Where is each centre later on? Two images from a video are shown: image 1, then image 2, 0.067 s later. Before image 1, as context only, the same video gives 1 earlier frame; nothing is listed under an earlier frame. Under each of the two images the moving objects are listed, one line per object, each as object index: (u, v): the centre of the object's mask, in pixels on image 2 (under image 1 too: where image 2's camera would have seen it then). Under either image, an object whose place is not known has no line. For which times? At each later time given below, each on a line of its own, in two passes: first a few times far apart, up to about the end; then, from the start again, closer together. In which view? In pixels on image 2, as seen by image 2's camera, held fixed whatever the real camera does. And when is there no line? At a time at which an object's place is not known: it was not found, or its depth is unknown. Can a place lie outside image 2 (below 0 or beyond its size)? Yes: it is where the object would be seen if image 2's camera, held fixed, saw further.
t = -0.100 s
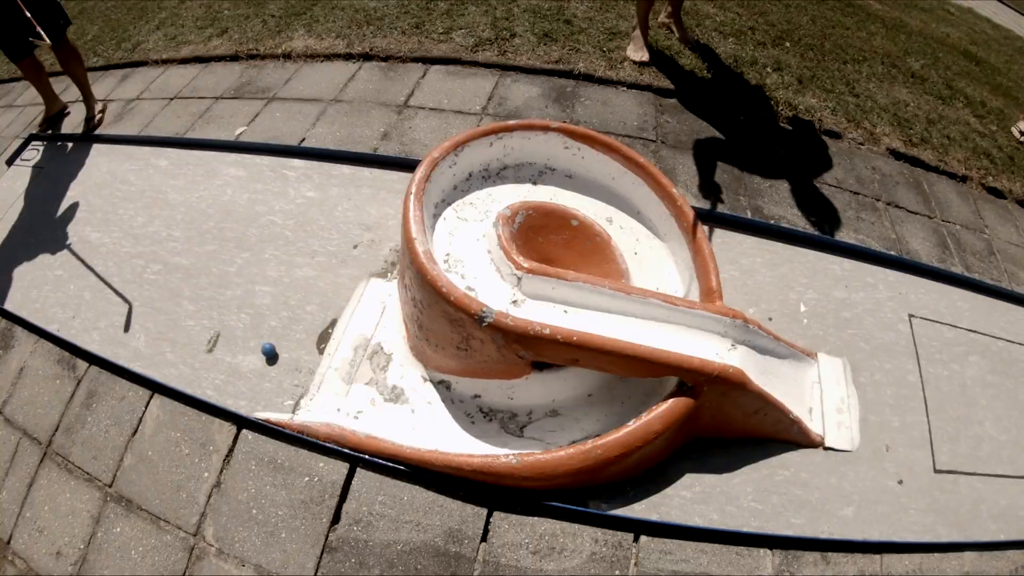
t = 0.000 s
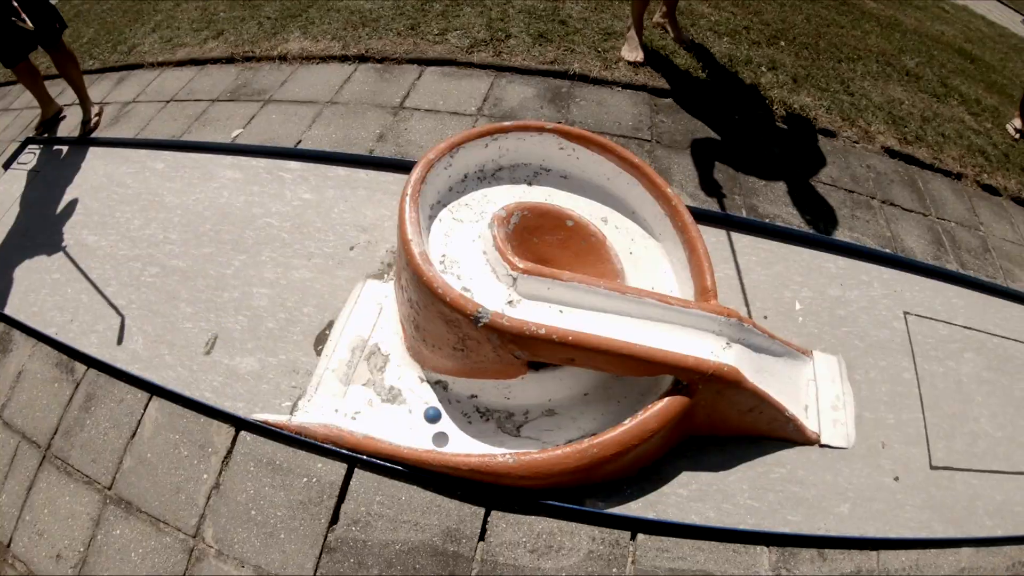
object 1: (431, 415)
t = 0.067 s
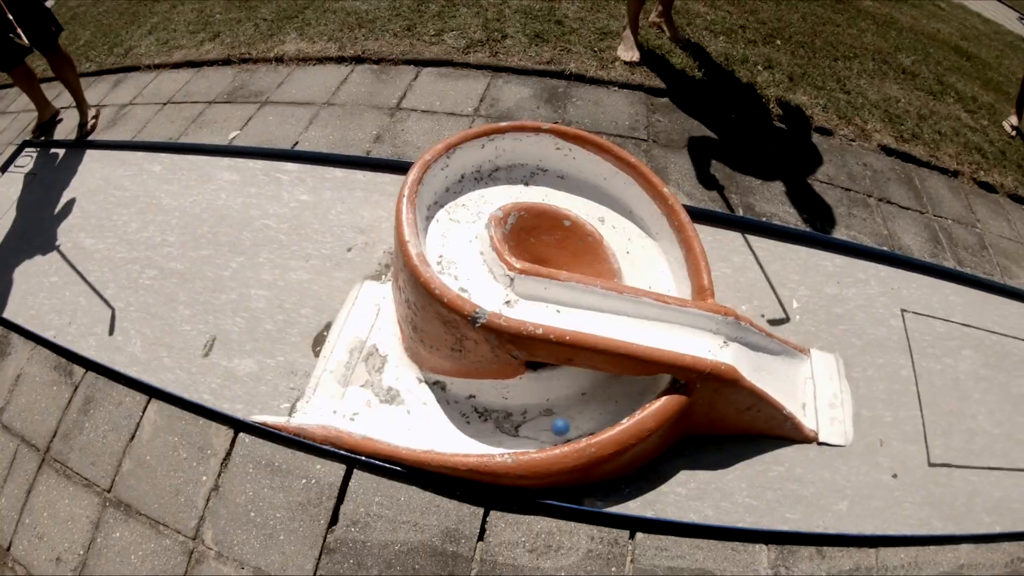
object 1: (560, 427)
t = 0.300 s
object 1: (633, 217)
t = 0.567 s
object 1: (438, 199)
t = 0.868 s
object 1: (623, 324)
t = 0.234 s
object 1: (672, 273)
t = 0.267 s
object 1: (655, 242)
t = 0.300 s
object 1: (633, 217)
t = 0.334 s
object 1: (612, 195)
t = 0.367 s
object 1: (589, 176)
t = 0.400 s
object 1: (561, 160)
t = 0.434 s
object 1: (532, 153)
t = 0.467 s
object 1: (504, 154)
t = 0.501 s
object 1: (478, 162)
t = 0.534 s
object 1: (455, 178)
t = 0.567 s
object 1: (438, 199)
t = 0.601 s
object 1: (432, 224)
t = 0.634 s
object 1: (436, 250)
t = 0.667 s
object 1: (448, 274)
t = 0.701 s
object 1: (471, 294)
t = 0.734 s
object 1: (502, 307)
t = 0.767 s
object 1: (535, 317)
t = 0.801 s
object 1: (567, 321)
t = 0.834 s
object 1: (596, 323)
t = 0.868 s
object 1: (623, 324)
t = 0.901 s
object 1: (650, 325)
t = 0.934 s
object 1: (675, 327)
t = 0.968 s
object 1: (697, 330)
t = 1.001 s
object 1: (717, 334)
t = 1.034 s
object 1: (734, 342)
